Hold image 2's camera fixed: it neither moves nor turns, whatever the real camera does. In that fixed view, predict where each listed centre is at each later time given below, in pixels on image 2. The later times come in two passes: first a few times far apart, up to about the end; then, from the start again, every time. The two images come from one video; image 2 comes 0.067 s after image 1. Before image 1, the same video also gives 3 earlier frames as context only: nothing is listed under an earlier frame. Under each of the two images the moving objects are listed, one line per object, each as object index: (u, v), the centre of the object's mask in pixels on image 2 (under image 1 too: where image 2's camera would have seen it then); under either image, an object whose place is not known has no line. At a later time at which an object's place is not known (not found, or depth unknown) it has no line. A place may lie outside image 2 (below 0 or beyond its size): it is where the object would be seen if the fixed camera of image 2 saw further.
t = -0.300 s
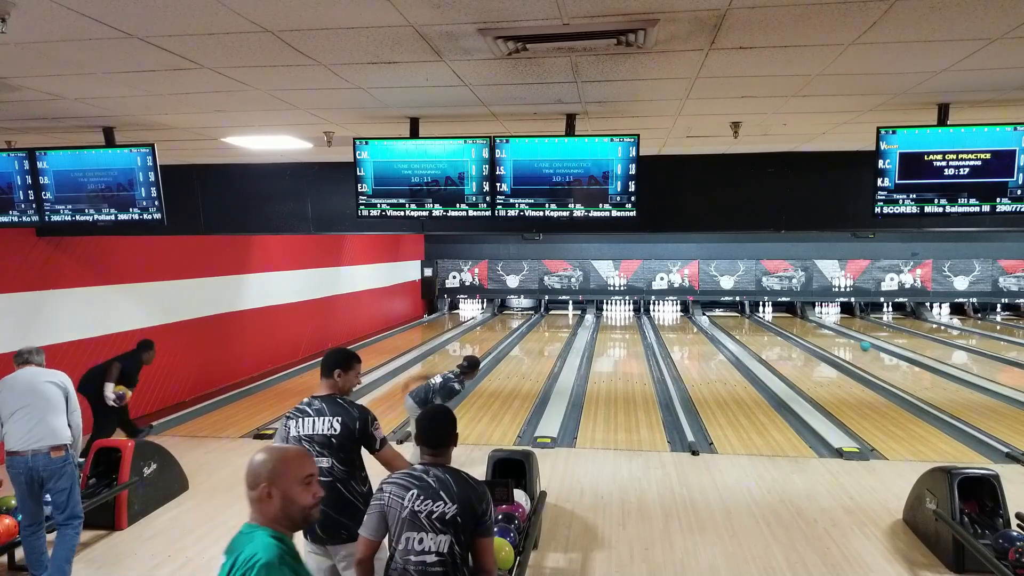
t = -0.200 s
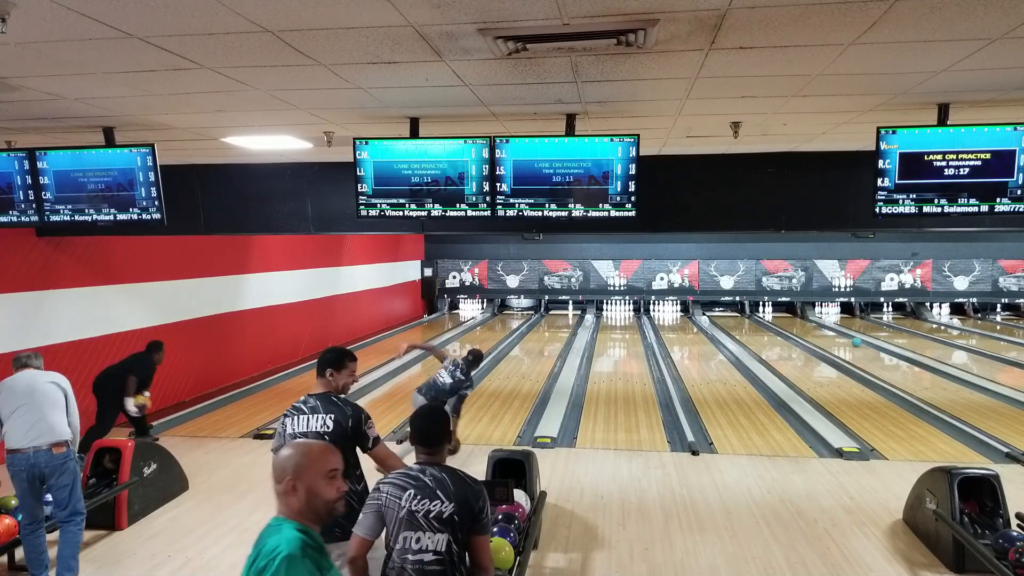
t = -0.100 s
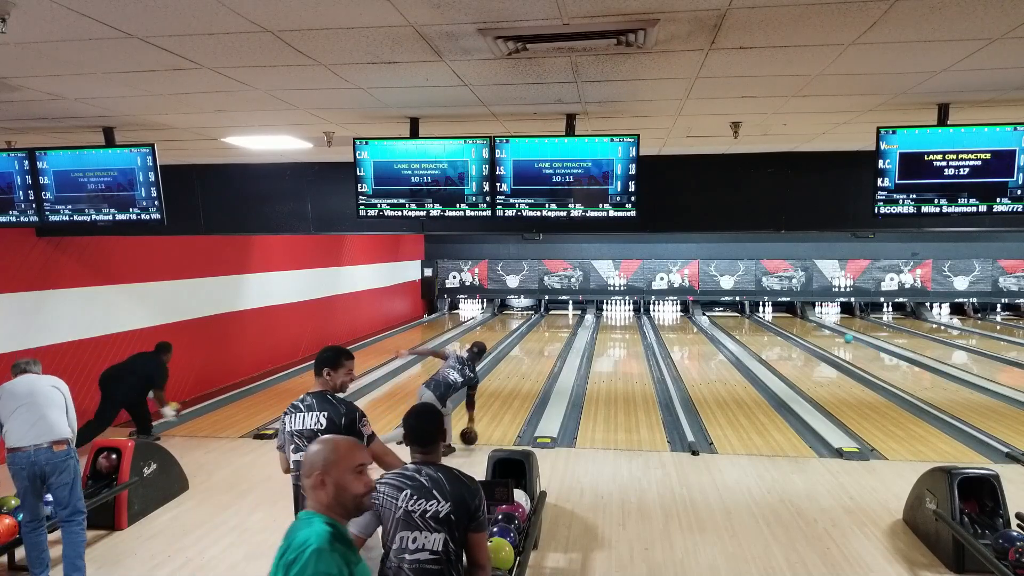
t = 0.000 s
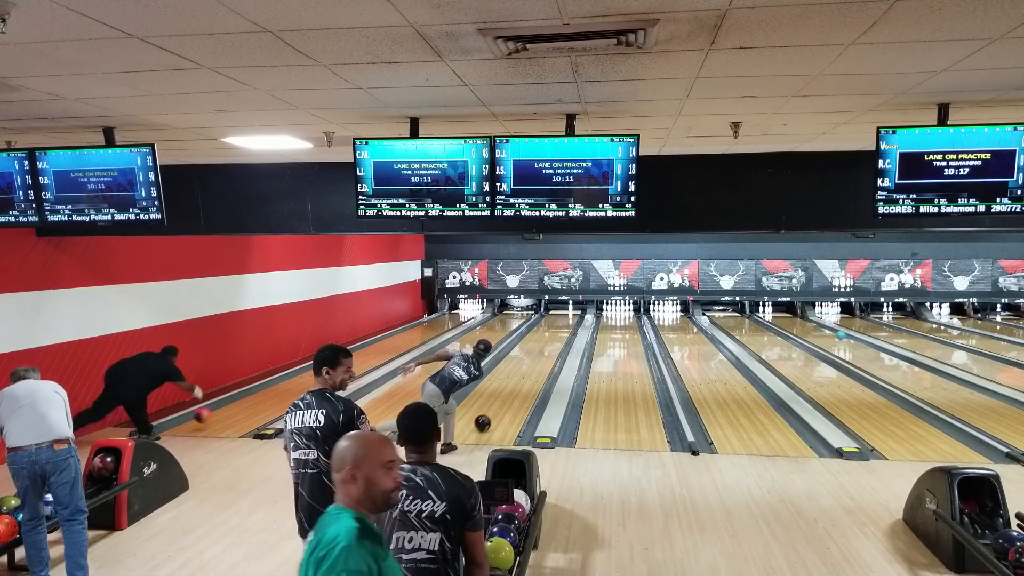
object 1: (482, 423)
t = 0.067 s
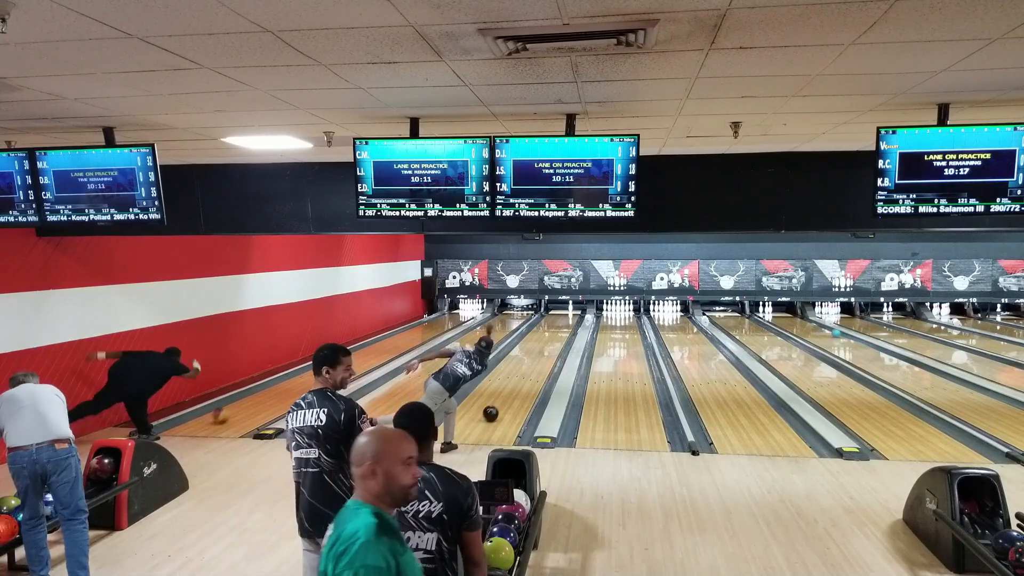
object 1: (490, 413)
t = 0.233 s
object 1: (507, 393)
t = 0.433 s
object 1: (522, 375)
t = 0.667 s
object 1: (536, 358)
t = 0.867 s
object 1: (544, 347)
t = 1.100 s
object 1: (553, 337)
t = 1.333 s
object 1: (559, 329)
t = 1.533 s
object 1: (563, 323)
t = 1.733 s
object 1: (566, 318)
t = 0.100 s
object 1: (494, 409)
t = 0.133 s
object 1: (498, 405)
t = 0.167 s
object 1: (501, 401)
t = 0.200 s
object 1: (504, 397)
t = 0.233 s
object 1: (507, 393)
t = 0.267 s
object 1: (510, 390)
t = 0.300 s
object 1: (513, 387)
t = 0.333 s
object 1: (515, 384)
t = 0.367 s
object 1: (518, 380)
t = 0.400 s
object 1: (520, 378)
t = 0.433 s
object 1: (522, 375)
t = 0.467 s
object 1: (525, 372)
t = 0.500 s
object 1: (527, 370)
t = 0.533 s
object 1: (529, 367)
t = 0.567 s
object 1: (530, 365)
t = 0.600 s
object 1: (532, 363)
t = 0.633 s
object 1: (534, 361)
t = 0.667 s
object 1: (536, 358)
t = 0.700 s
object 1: (537, 356)
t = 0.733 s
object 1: (540, 353)
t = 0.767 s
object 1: (541, 352)
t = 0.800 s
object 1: (542, 351)
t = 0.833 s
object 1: (543, 349)
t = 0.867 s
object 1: (544, 347)
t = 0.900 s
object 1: (546, 346)
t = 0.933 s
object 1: (547, 344)
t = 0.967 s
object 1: (548, 343)
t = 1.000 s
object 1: (549, 341)
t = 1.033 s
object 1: (551, 340)
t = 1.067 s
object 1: (552, 338)
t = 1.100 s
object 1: (553, 337)
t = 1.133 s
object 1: (554, 336)
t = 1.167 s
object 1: (555, 335)
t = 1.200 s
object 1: (556, 333)
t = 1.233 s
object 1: (557, 332)
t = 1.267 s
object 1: (557, 331)
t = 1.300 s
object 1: (558, 330)
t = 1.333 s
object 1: (559, 329)
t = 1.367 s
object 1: (560, 328)
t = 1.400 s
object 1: (561, 326)
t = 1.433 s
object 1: (561, 326)
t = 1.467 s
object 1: (562, 325)
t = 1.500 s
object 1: (563, 324)
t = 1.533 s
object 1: (563, 323)
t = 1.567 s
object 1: (564, 322)
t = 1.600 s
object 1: (565, 321)
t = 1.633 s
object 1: (565, 320)
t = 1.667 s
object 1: (565, 319)
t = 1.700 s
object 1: (566, 319)
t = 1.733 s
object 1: (566, 318)
